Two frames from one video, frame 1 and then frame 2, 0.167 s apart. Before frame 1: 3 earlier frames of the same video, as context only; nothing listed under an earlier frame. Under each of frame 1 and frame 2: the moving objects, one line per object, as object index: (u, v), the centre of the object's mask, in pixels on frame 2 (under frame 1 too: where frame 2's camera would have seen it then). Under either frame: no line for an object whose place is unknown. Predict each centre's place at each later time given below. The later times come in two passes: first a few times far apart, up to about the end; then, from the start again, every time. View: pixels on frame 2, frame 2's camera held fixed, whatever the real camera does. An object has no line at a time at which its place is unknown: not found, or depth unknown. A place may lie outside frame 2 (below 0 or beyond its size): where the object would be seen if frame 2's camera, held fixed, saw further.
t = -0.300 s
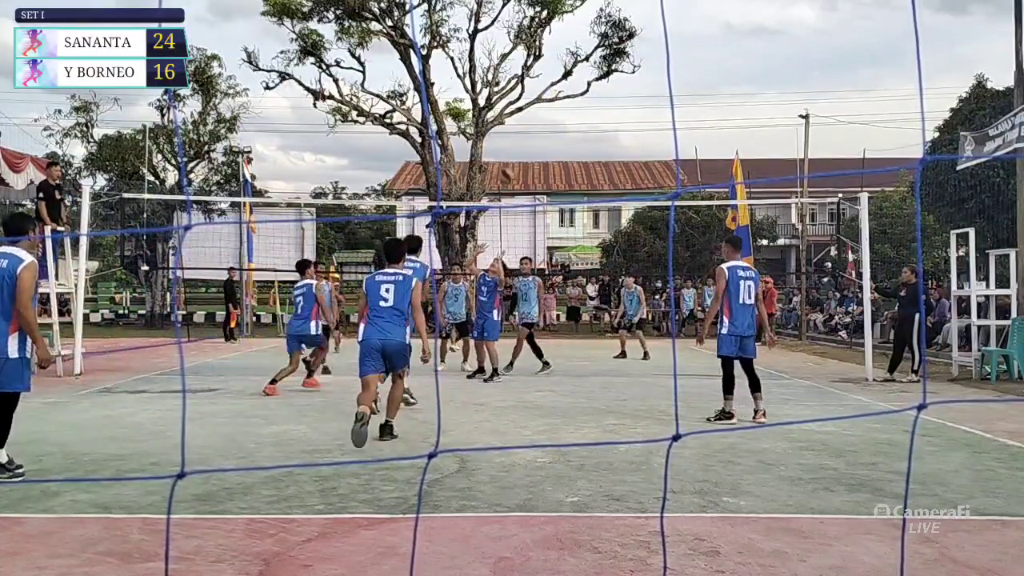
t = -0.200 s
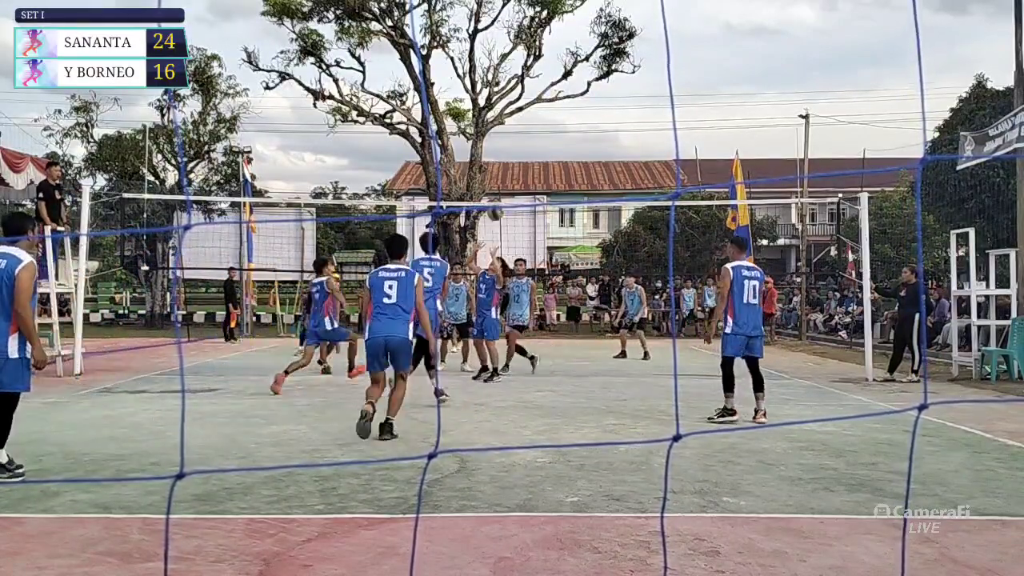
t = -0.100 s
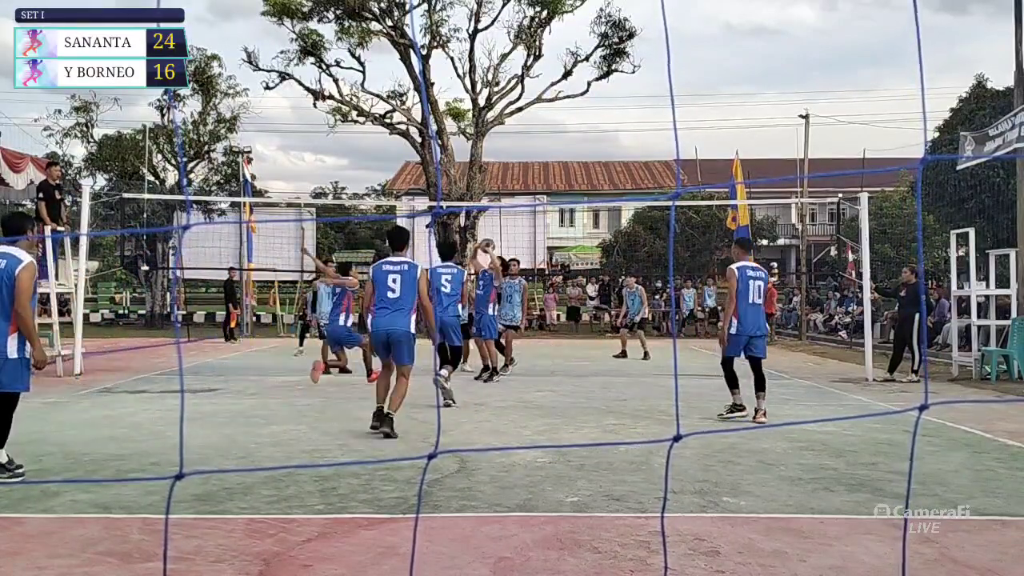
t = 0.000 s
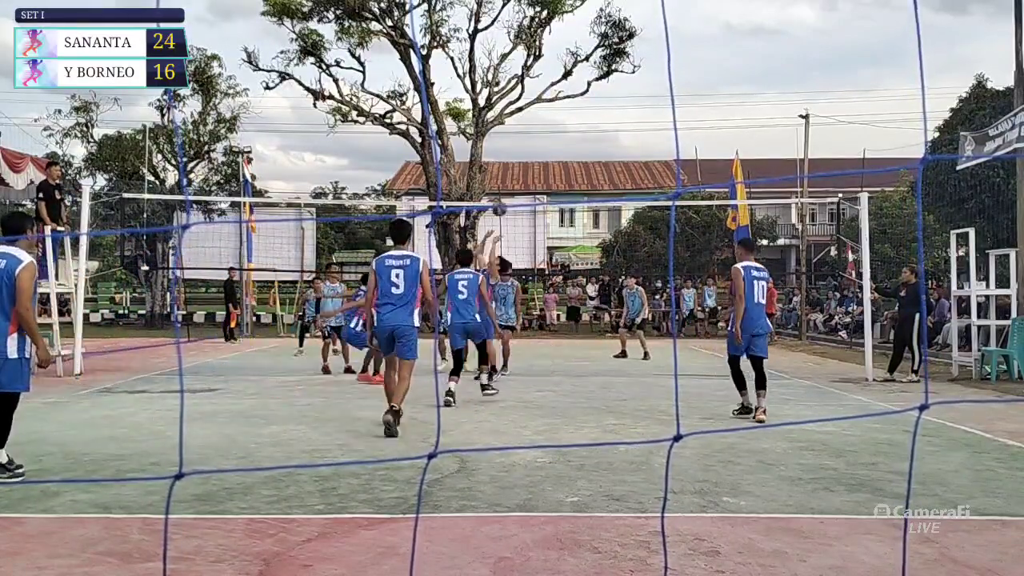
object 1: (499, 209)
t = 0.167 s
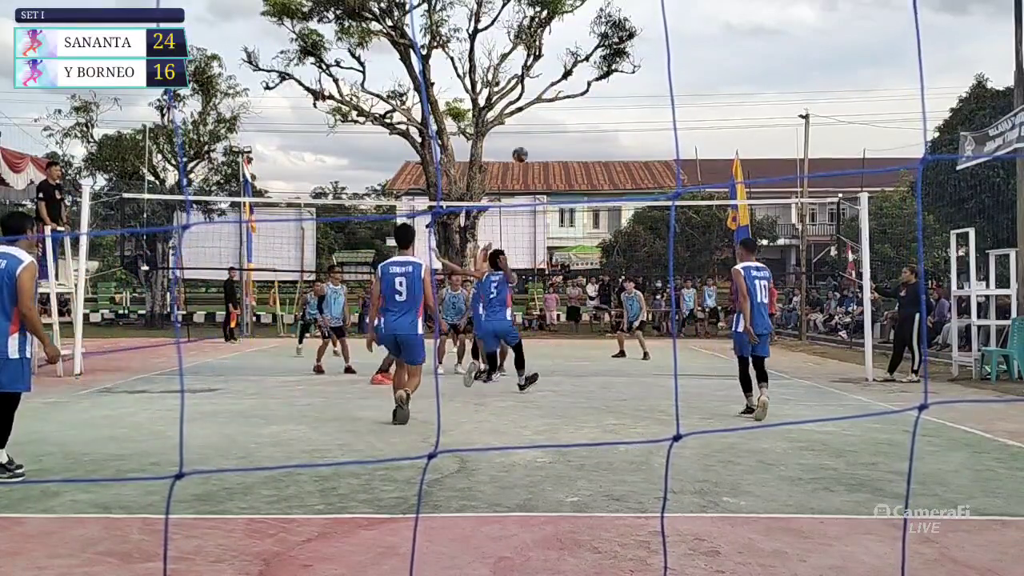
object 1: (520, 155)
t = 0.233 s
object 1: (528, 139)
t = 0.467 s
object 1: (558, 111)
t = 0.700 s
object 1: (588, 122)
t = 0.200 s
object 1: (524, 146)
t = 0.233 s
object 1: (528, 139)
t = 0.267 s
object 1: (533, 132)
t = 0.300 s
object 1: (537, 126)
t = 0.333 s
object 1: (541, 122)
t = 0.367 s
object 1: (546, 118)
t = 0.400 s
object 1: (550, 114)
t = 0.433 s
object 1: (554, 112)
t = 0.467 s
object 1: (558, 111)
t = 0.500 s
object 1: (562, 110)
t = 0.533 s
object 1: (567, 110)
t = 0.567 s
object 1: (571, 110)
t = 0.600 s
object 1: (575, 113)
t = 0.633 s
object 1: (579, 115)
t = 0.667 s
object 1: (583, 118)
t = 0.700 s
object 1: (588, 122)
